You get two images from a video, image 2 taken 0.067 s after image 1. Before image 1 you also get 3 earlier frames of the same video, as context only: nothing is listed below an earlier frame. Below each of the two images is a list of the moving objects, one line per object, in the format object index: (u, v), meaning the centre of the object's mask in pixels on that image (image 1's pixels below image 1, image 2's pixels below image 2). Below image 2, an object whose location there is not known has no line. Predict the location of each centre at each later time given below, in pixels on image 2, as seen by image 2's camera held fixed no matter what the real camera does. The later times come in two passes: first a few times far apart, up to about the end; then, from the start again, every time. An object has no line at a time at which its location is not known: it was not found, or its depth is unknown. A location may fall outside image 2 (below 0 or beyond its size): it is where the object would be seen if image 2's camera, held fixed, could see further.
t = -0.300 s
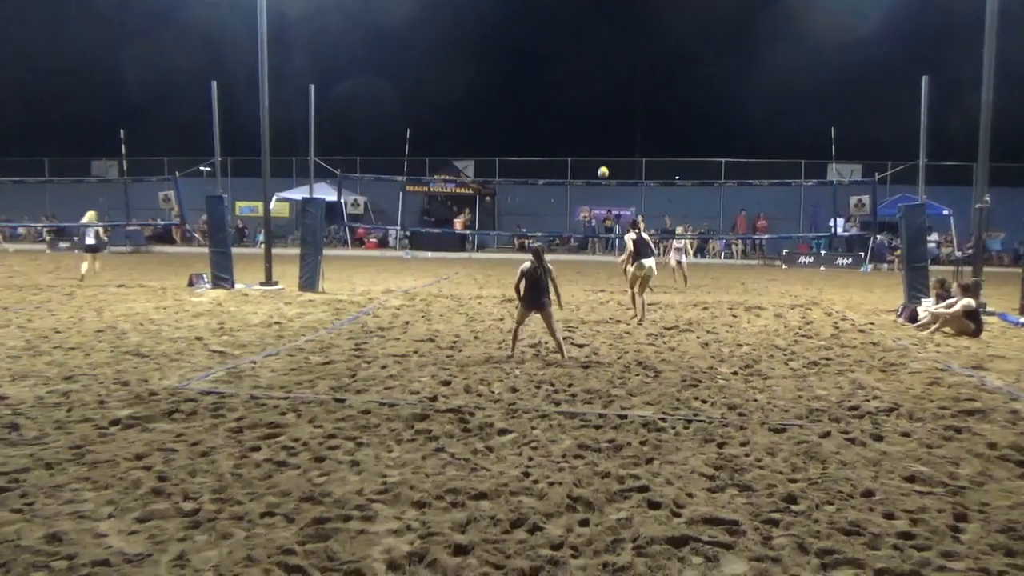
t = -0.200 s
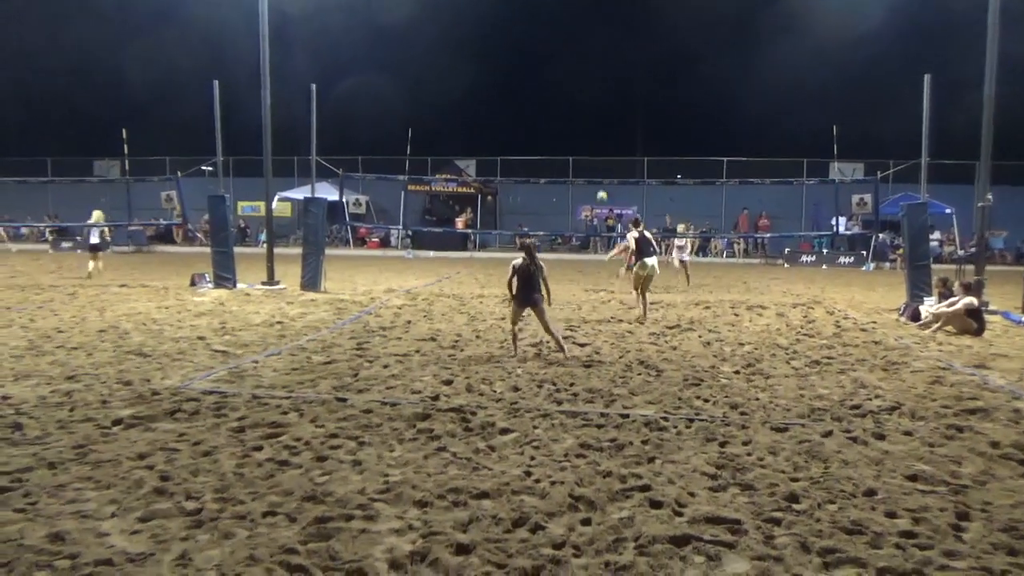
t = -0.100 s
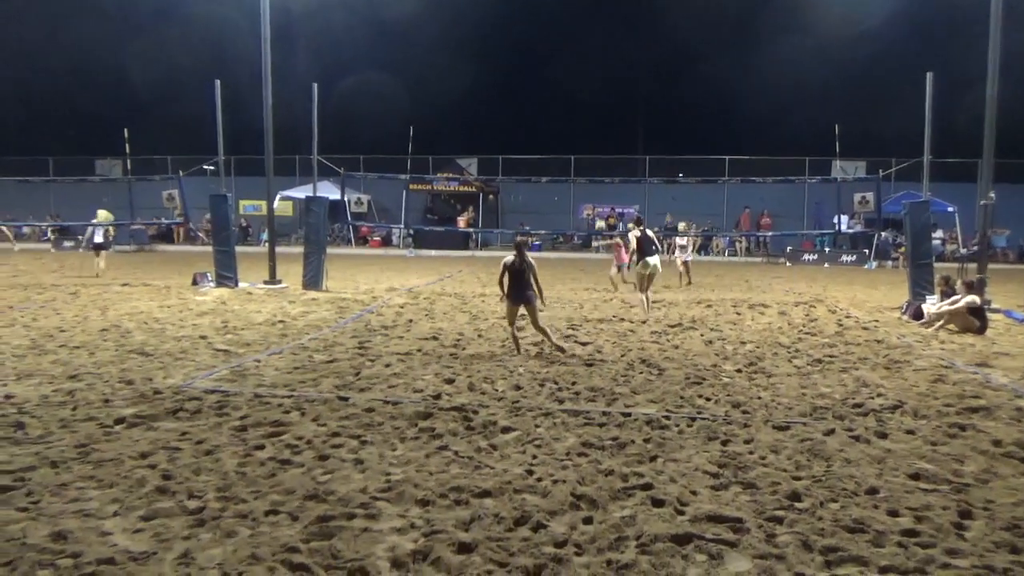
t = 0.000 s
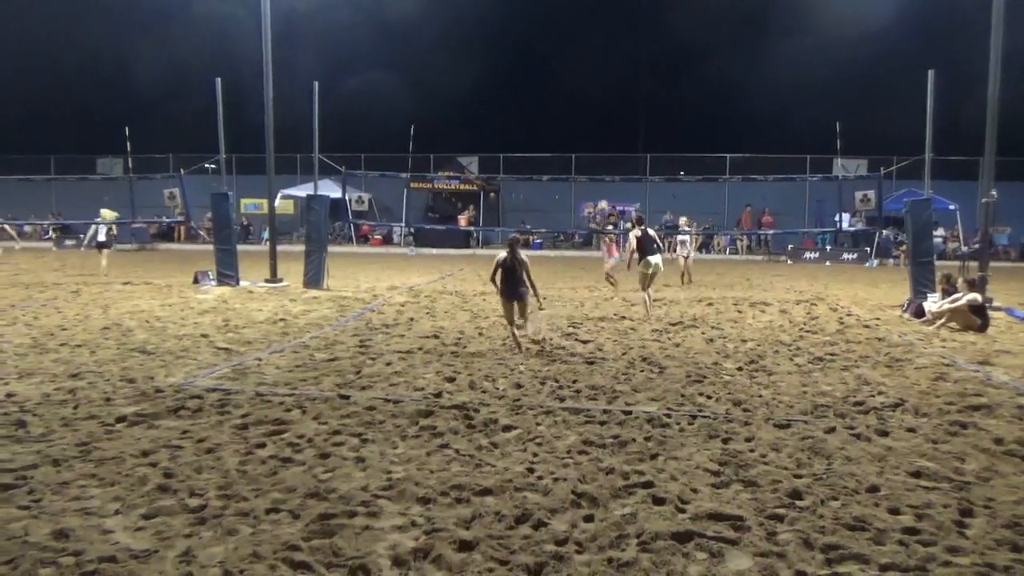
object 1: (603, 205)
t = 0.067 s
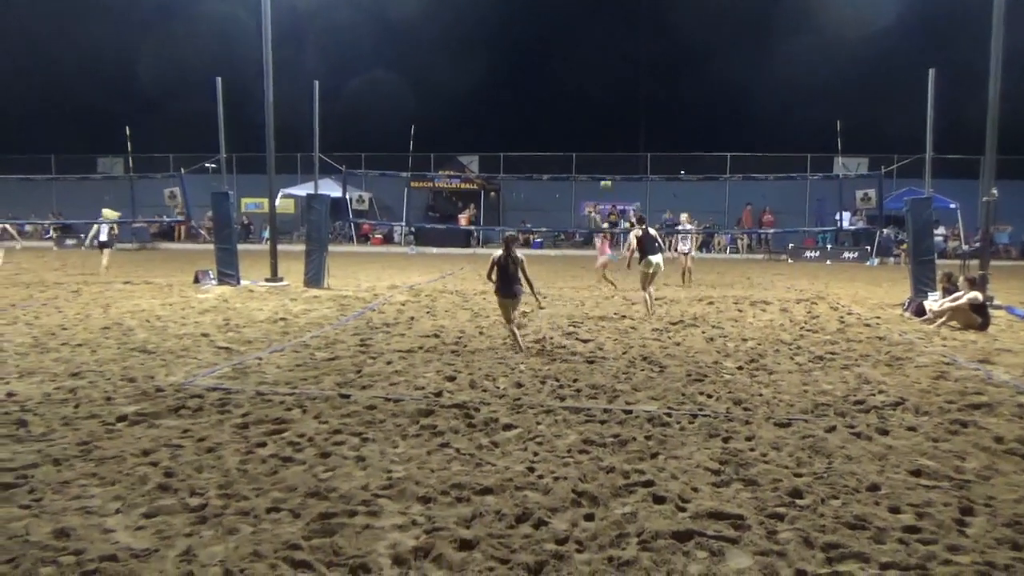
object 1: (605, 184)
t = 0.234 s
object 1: (611, 134)
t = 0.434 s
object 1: (618, 93)
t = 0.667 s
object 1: (626, 69)
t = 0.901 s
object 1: (633, 73)
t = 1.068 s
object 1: (639, 93)
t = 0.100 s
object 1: (607, 171)
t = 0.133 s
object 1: (607, 161)
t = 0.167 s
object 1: (609, 152)
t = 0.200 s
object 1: (610, 143)
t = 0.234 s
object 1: (611, 134)
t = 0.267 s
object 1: (612, 126)
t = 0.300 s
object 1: (613, 118)
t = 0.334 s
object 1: (614, 111)
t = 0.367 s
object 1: (615, 104)
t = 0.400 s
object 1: (617, 98)
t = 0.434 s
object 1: (618, 93)
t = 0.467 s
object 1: (619, 87)
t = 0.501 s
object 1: (620, 83)
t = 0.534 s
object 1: (621, 79)
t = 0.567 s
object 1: (622, 76)
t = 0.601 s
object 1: (623, 73)
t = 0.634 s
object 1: (625, 71)
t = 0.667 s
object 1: (626, 69)
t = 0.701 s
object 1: (627, 68)
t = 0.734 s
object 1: (628, 67)
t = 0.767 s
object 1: (629, 67)
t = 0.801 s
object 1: (630, 68)
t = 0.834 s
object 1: (631, 69)
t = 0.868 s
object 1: (632, 71)
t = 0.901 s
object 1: (633, 73)
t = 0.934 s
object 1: (634, 76)
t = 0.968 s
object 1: (636, 79)
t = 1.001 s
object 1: (637, 83)
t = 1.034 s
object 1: (638, 87)
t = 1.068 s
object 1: (639, 93)
